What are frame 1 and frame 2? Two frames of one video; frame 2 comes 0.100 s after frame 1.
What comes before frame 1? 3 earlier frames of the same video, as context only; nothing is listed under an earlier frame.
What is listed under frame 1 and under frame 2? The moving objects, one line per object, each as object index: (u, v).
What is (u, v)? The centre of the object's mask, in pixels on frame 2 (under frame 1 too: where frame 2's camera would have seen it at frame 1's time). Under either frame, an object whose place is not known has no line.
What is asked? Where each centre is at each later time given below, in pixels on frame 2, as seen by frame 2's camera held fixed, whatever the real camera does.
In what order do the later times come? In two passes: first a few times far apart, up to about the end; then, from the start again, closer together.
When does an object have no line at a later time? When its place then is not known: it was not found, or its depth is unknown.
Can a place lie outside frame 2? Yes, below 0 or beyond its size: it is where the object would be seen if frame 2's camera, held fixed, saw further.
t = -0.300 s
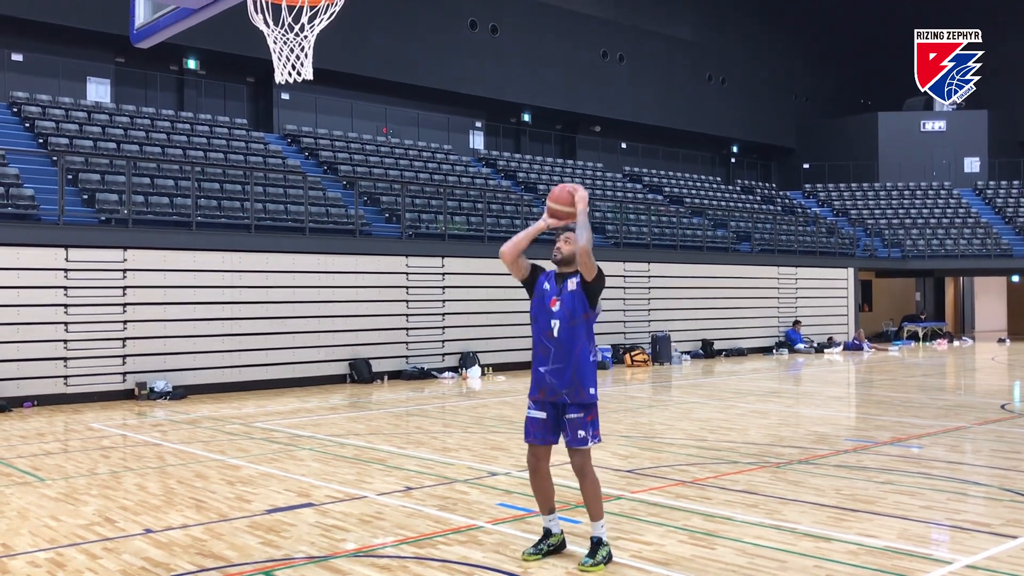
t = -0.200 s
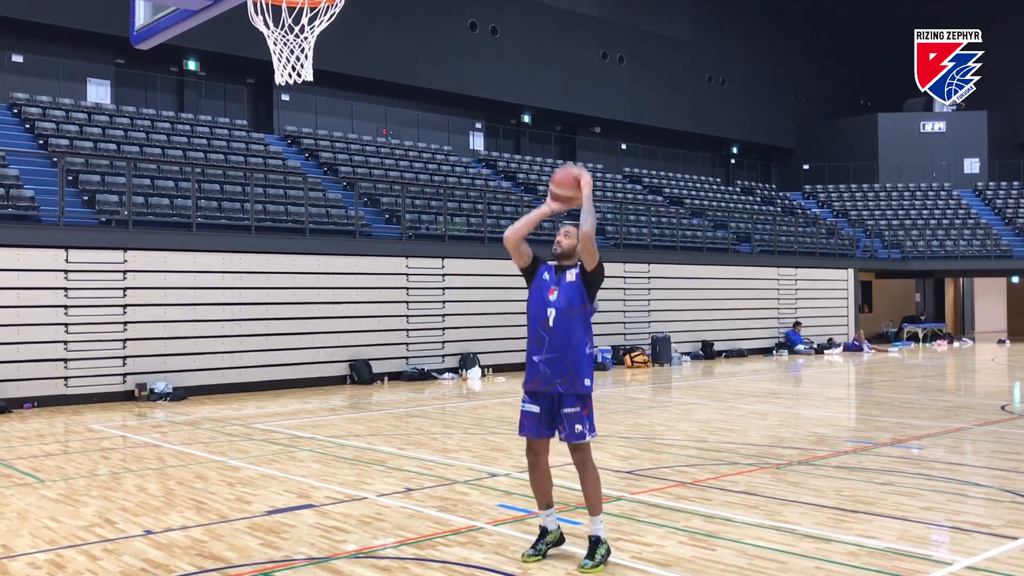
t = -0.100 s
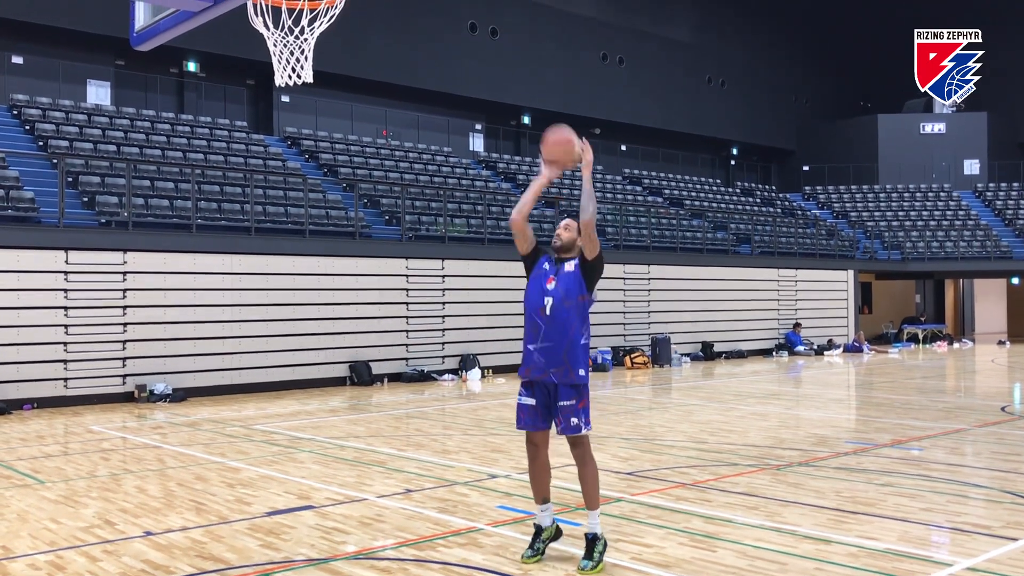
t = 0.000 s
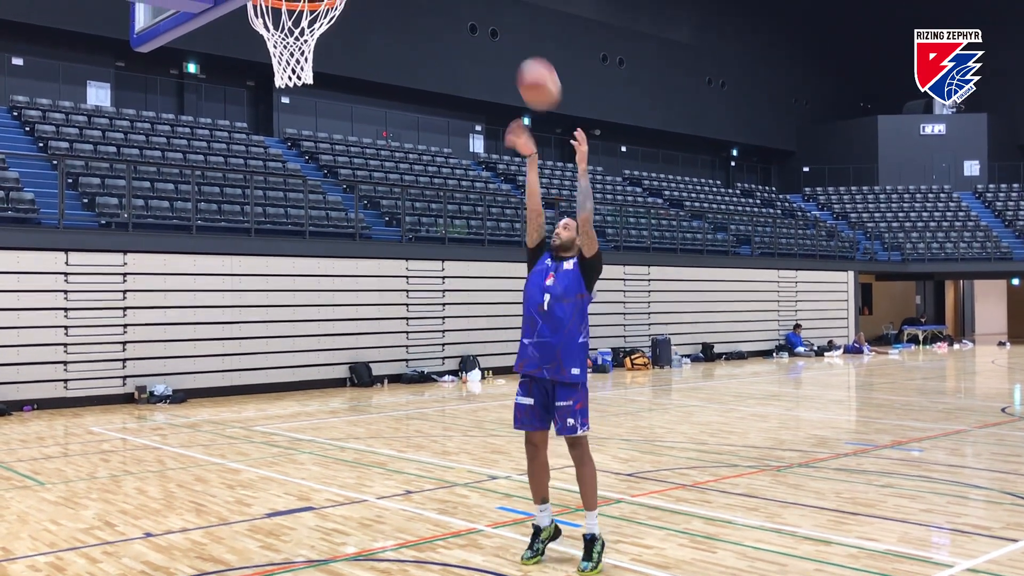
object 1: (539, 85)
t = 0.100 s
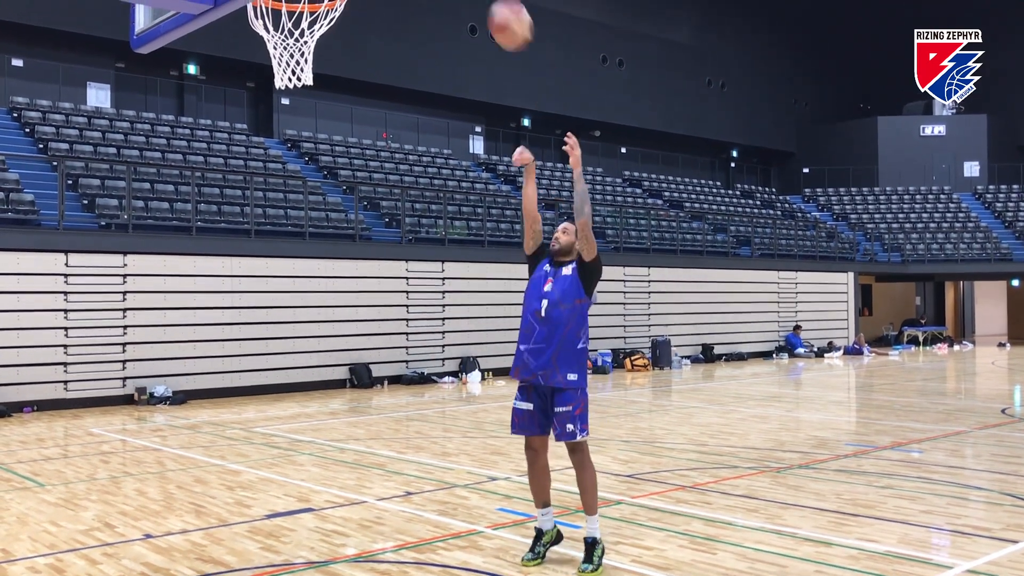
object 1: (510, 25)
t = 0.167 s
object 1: (493, 7)
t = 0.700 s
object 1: (305, 0)
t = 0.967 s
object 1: (265, 58)
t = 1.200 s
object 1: (279, 193)
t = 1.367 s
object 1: (289, 362)
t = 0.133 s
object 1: (502, 14)
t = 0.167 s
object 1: (493, 7)
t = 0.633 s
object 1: (331, -2)
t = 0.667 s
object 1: (321, -1)
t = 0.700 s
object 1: (305, 0)
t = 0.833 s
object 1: (262, 19)
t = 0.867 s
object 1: (248, 19)
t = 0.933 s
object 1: (265, 56)
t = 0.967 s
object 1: (265, 58)
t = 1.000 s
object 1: (266, 67)
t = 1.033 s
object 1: (268, 83)
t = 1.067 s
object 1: (270, 100)
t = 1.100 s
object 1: (272, 119)
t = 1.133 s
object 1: (274, 140)
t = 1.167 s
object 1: (276, 165)
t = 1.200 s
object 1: (279, 193)
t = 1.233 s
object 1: (281, 222)
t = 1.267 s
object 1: (283, 251)
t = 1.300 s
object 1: (285, 283)
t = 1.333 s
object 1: (287, 321)
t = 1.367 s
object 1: (289, 362)
